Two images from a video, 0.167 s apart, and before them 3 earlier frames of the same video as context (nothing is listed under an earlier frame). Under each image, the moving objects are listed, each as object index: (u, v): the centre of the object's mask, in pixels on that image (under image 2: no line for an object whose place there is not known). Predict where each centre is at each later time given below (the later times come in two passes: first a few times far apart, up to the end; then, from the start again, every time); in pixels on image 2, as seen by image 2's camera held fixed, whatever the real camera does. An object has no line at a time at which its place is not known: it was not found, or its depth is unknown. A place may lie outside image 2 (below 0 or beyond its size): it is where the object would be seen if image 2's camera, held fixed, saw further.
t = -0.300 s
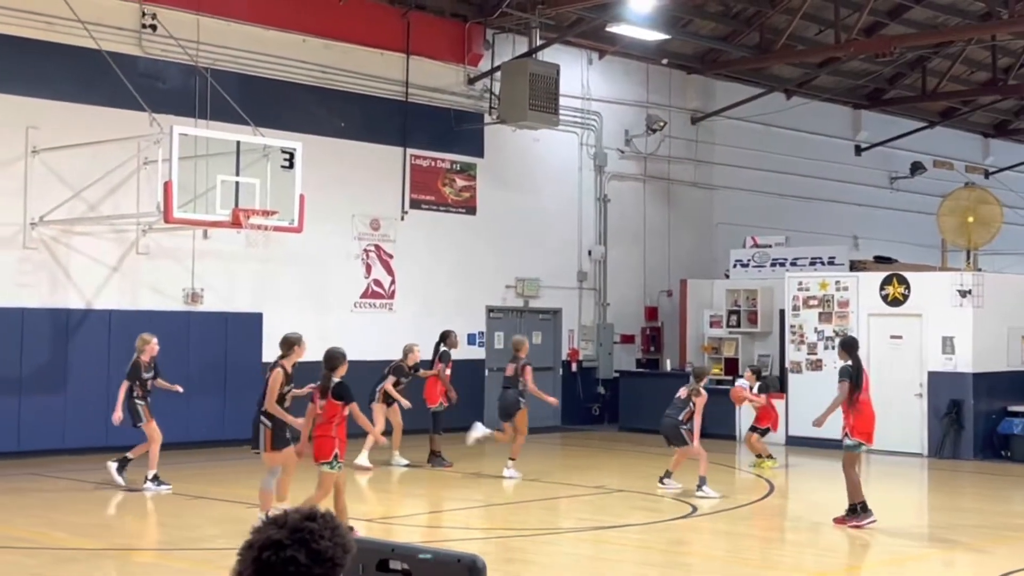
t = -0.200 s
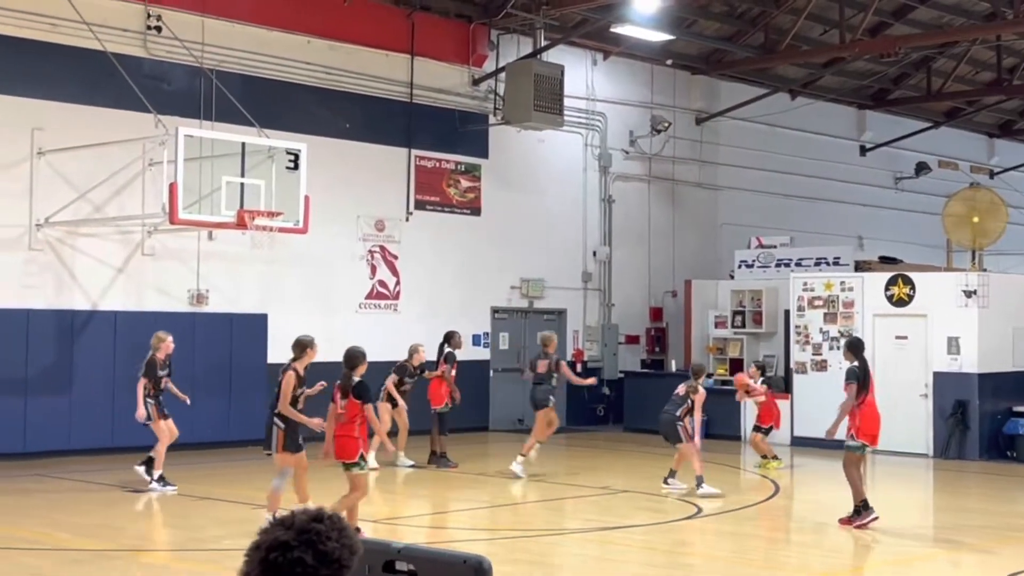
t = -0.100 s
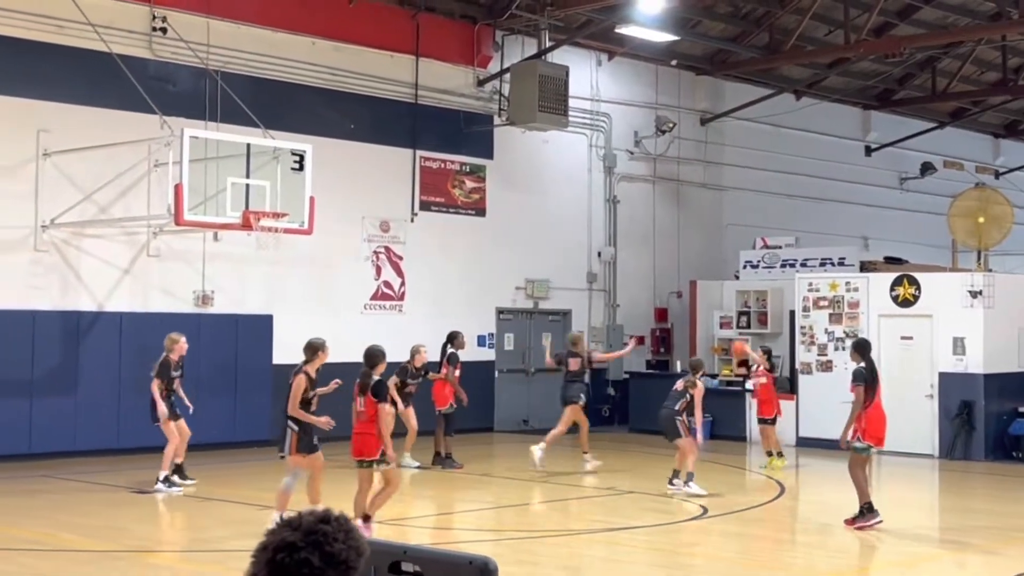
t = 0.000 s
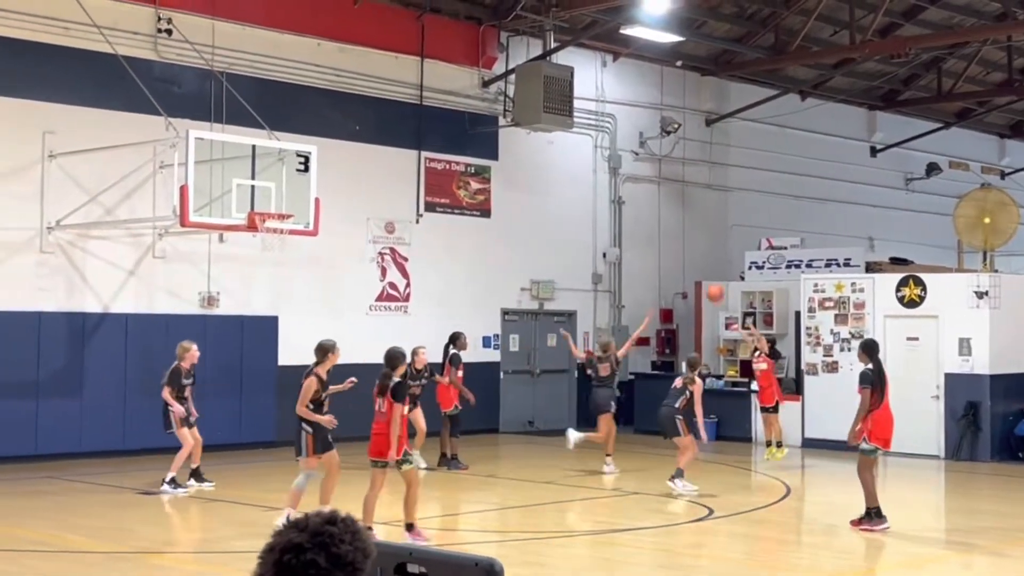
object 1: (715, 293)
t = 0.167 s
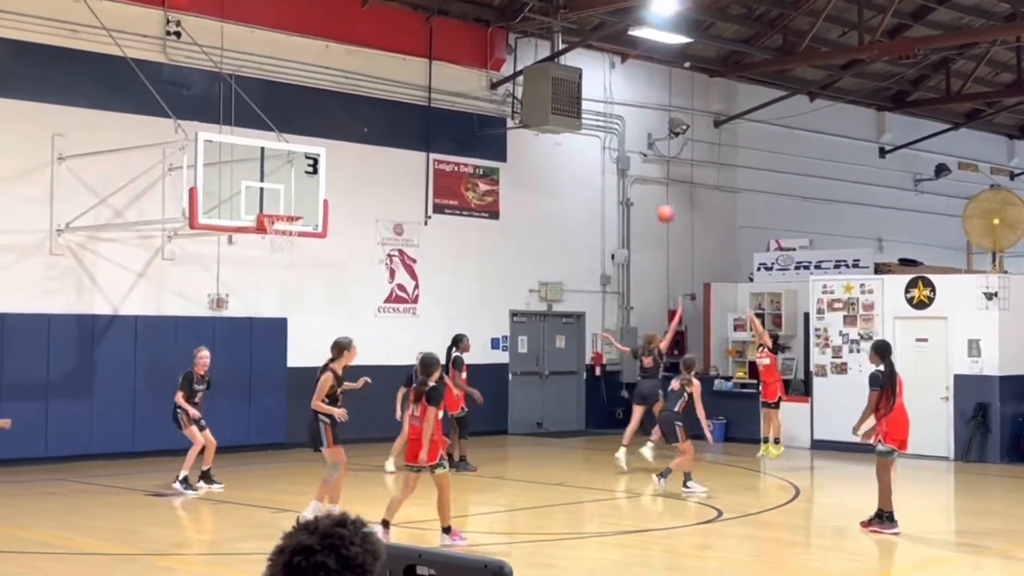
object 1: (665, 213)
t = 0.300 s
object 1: (621, 164)
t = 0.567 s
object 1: (531, 108)
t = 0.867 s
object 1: (426, 110)
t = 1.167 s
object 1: (320, 183)
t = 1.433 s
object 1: (249, 246)
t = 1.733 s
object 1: (207, 318)
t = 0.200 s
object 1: (654, 200)
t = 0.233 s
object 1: (643, 185)
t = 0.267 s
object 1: (632, 175)
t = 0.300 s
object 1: (621, 164)
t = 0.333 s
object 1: (610, 154)
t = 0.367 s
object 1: (598, 145)
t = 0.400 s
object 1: (587, 137)
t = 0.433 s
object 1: (576, 129)
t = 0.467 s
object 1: (565, 123)
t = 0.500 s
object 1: (554, 117)
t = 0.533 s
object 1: (543, 112)
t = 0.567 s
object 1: (531, 108)
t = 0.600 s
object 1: (519, 105)
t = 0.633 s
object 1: (508, 103)
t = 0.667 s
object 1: (496, 101)
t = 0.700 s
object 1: (485, 100)
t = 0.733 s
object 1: (474, 100)
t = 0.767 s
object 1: (462, 101)
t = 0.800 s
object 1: (450, 103)
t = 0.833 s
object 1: (438, 107)
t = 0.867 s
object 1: (426, 110)
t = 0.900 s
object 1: (415, 114)
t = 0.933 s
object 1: (403, 120)
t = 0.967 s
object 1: (391, 126)
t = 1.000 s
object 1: (379, 133)
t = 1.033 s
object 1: (368, 141)
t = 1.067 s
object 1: (356, 151)
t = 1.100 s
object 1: (344, 160)
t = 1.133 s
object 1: (332, 171)
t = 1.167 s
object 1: (320, 183)
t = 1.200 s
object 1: (308, 196)
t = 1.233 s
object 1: (296, 209)
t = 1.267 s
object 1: (285, 221)
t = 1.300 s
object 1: (272, 232)
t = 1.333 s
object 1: (263, 240)
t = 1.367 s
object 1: (258, 240)
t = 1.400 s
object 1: (254, 242)
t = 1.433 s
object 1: (249, 246)
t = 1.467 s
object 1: (245, 250)
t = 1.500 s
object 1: (240, 255)
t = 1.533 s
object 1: (235, 261)
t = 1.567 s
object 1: (231, 269)
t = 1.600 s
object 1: (226, 277)
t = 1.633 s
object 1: (221, 286)
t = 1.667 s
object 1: (217, 296)
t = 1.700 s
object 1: (212, 306)
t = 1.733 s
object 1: (207, 318)
